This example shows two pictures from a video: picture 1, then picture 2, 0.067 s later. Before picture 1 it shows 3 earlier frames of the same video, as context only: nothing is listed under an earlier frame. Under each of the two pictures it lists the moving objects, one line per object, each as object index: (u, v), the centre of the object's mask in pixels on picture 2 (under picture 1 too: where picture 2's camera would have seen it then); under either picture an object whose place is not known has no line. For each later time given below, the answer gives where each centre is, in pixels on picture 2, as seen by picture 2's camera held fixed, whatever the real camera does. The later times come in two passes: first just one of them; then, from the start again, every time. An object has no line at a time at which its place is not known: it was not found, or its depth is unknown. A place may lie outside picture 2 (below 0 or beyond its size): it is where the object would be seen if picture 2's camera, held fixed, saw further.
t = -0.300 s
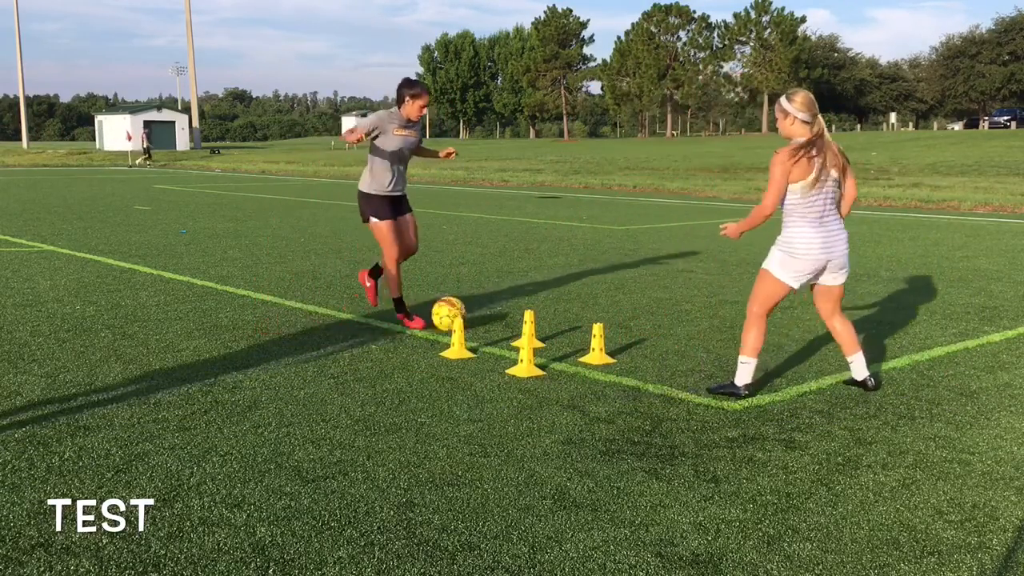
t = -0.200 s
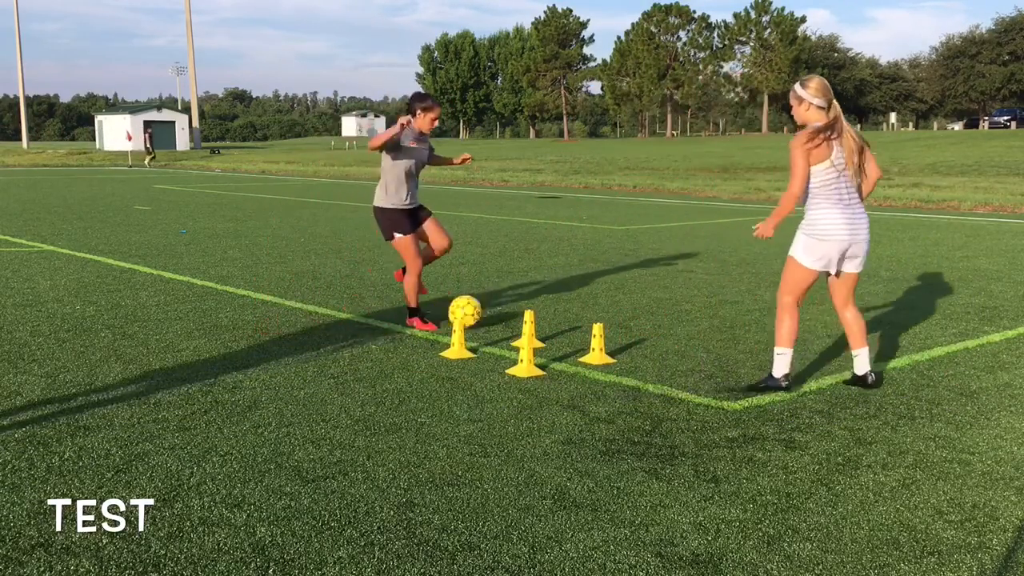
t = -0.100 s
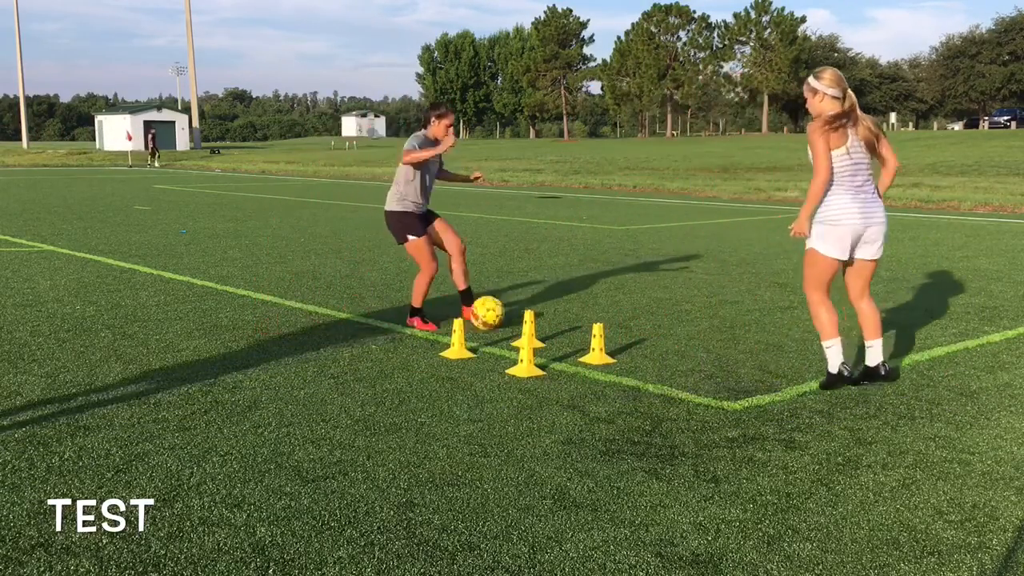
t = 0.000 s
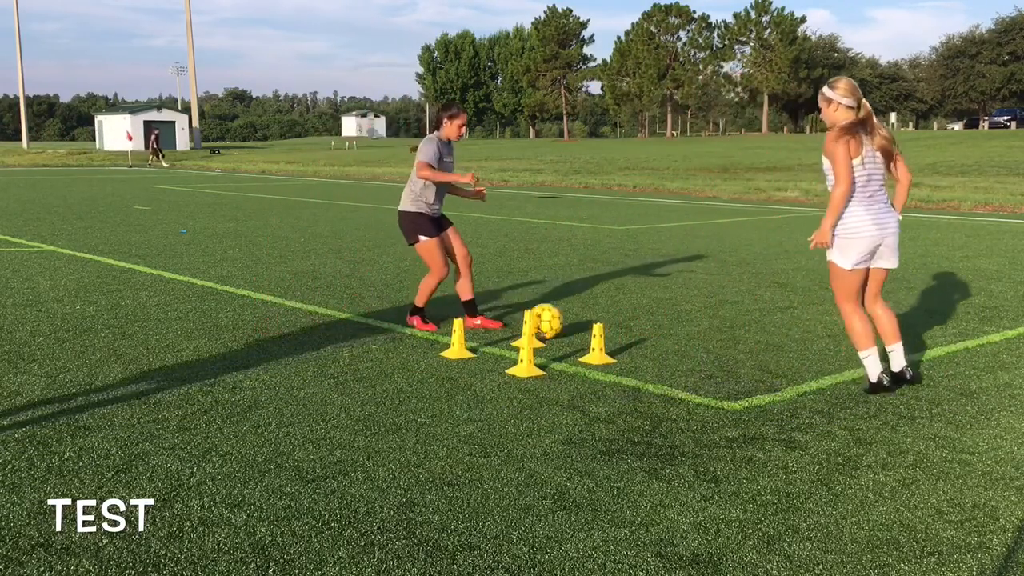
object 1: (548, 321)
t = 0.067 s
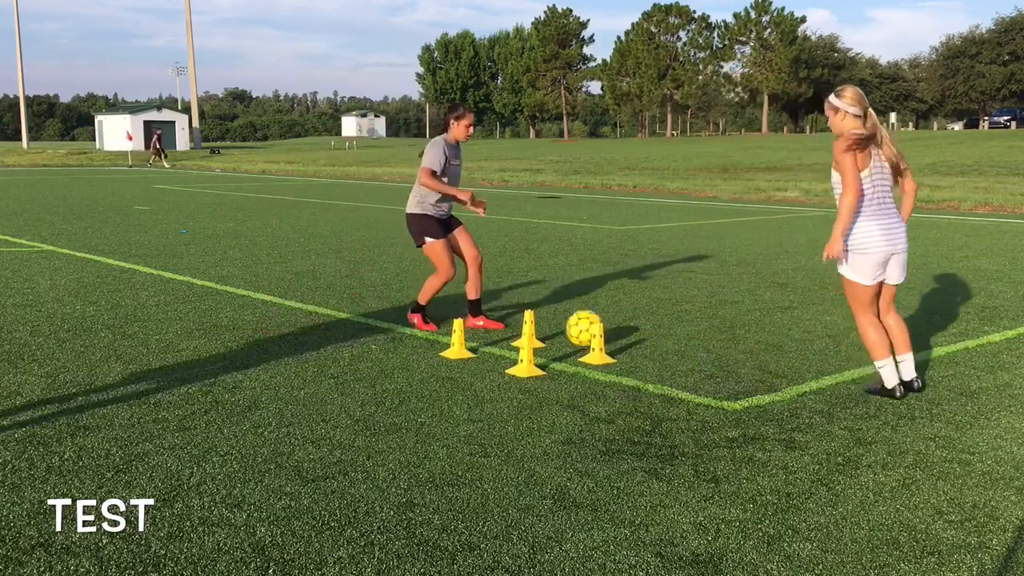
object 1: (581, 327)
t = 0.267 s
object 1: (710, 348)
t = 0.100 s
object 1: (606, 330)
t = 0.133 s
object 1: (625, 336)
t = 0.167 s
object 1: (647, 339)
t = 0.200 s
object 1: (668, 342)
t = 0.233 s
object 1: (689, 346)
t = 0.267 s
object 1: (710, 348)
